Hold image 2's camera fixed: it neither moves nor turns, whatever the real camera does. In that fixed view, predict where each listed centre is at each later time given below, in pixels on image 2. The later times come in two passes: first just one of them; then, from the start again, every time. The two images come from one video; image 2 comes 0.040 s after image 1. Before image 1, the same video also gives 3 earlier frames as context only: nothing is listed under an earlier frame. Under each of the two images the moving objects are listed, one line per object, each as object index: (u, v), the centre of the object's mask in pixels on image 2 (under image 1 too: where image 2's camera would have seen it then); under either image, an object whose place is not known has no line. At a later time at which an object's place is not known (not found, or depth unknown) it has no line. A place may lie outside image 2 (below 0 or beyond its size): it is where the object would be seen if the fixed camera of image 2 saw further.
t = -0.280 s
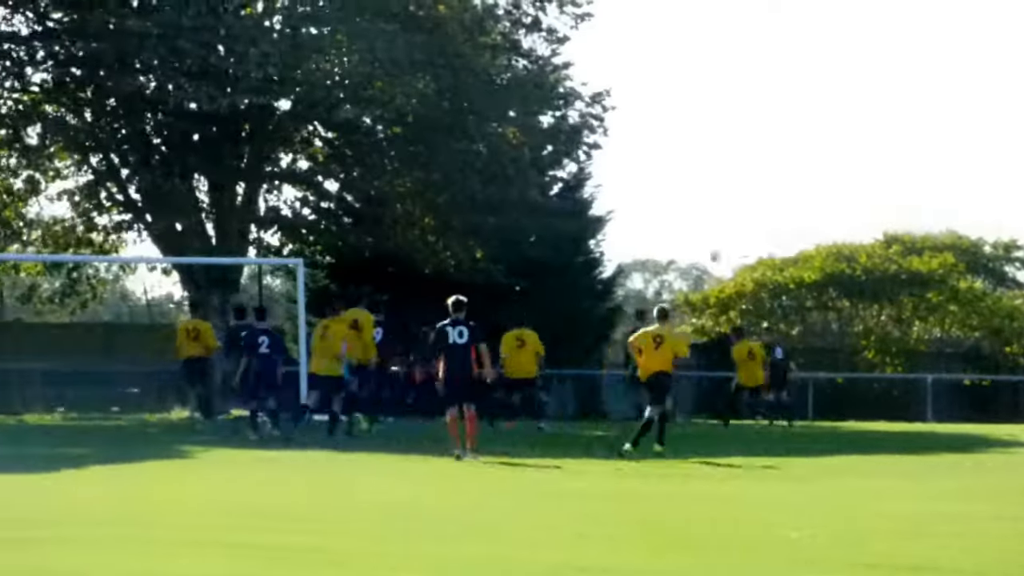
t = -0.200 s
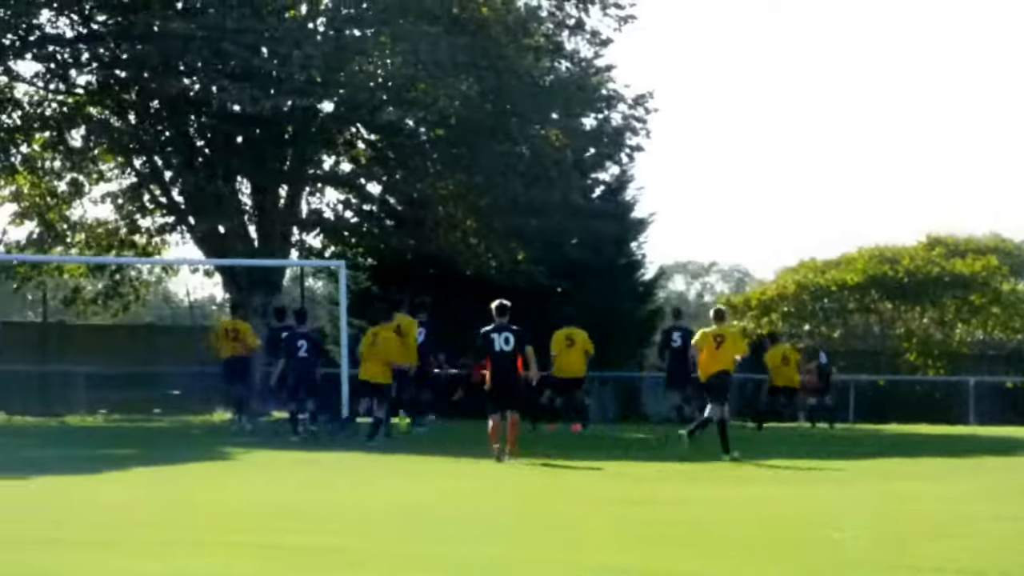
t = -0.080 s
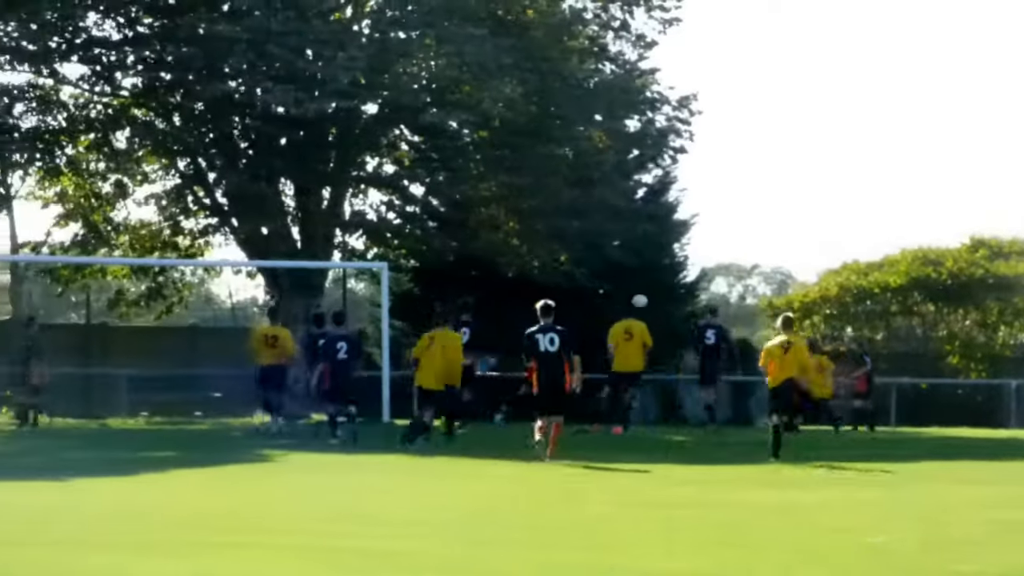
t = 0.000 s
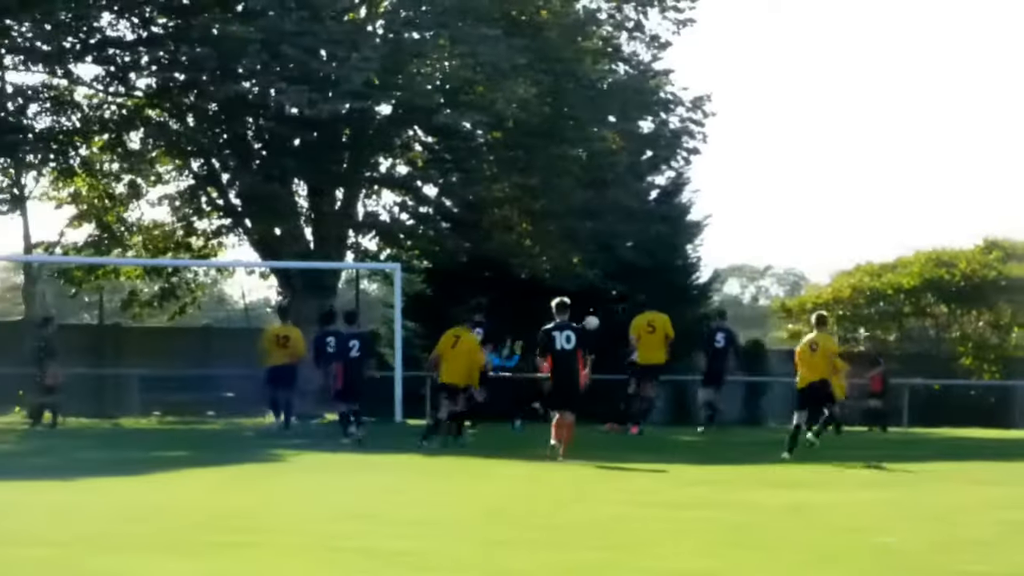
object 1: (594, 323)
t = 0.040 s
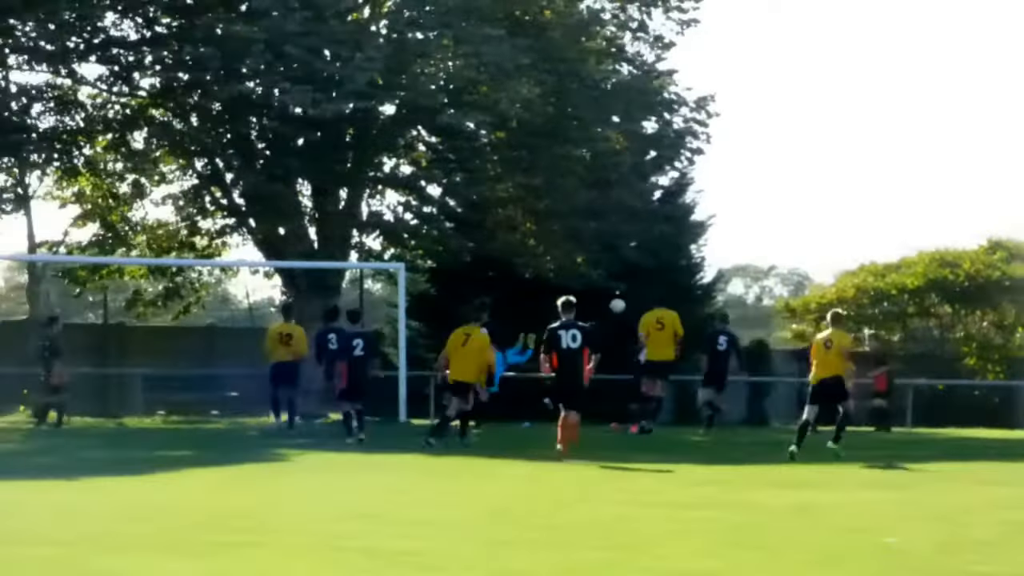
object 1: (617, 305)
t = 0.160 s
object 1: (683, 260)
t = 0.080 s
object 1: (638, 289)
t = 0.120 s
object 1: (661, 274)
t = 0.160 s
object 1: (683, 260)
